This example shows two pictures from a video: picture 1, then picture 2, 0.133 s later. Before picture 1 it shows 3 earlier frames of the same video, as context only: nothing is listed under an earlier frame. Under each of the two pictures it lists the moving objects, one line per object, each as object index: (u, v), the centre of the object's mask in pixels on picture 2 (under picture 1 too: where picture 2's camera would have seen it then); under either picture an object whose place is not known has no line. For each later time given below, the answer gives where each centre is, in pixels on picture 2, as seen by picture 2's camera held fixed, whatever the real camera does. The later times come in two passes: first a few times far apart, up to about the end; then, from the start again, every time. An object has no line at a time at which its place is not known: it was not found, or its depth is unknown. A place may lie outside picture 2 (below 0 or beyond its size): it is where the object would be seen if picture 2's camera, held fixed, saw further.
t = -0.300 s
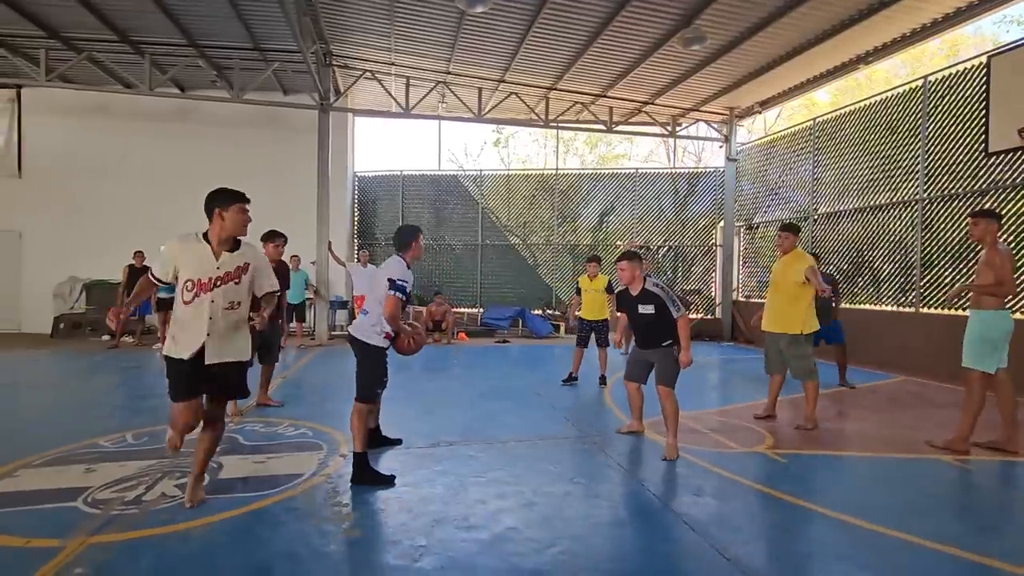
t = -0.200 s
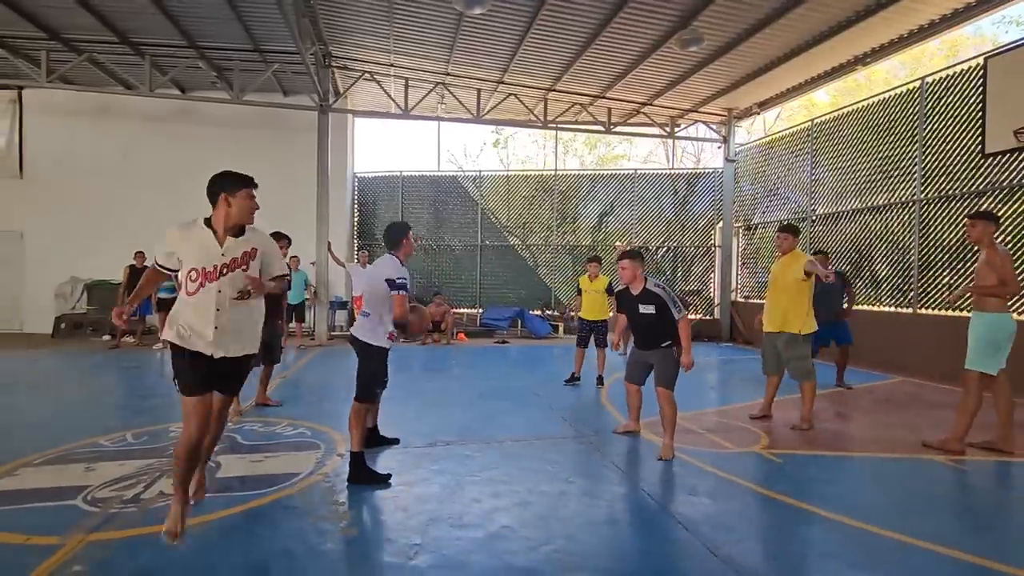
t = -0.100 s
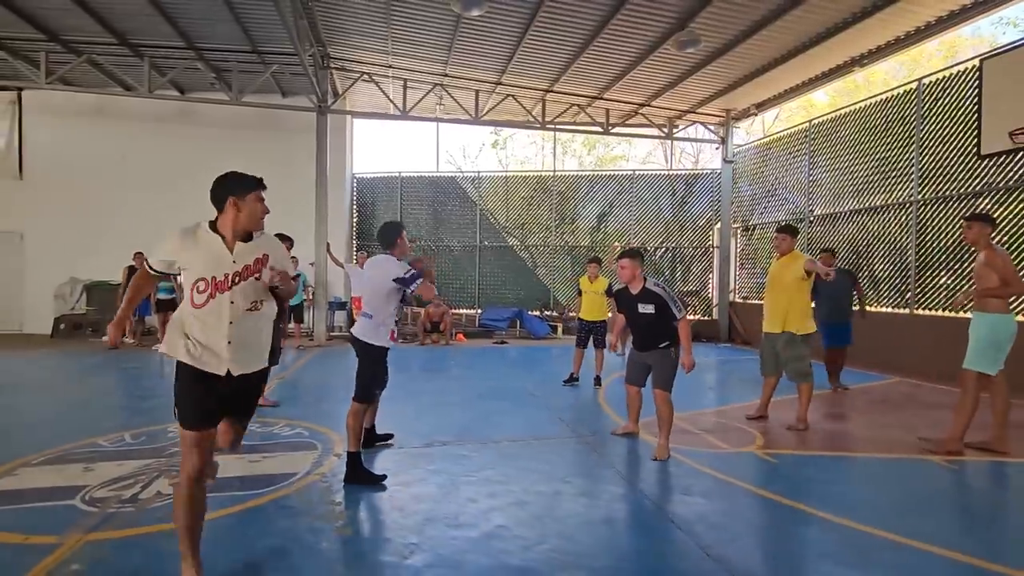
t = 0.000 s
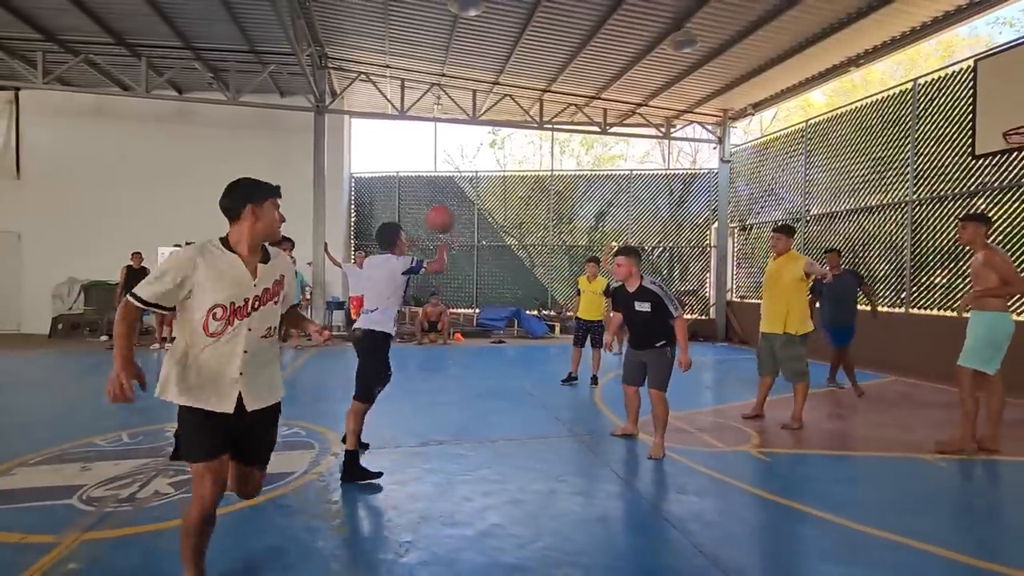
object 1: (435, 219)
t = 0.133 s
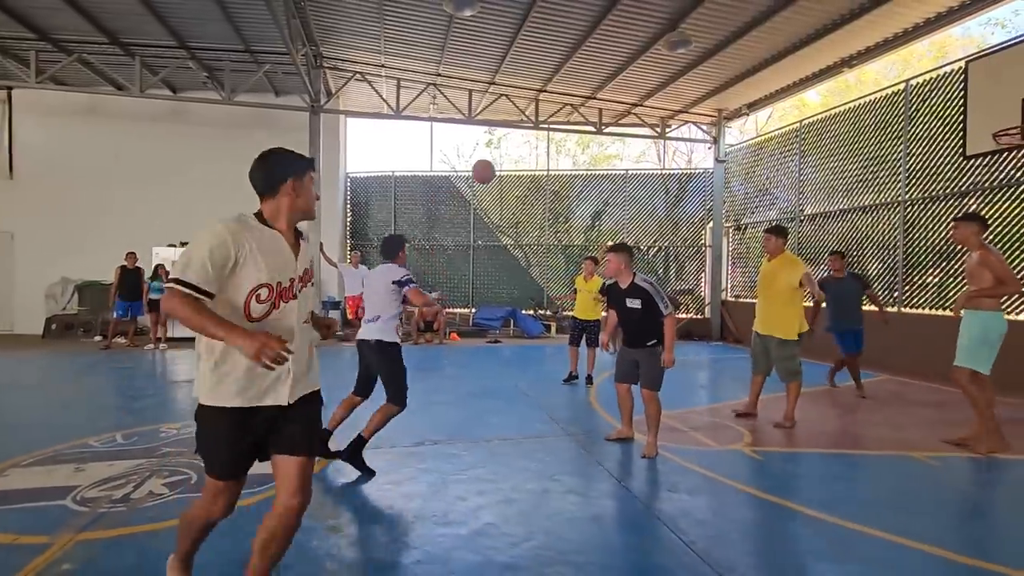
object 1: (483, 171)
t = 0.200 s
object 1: (501, 159)
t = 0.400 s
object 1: (542, 151)
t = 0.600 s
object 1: (571, 172)
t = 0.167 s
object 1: (493, 165)
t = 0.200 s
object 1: (501, 159)
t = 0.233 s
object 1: (510, 155)
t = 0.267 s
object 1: (517, 152)
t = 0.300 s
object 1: (524, 150)
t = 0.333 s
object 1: (531, 150)
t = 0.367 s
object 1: (536, 150)
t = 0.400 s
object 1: (542, 151)
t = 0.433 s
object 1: (548, 153)
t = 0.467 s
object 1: (553, 156)
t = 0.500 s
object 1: (558, 159)
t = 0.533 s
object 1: (562, 163)
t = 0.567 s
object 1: (567, 167)
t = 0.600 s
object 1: (571, 172)
